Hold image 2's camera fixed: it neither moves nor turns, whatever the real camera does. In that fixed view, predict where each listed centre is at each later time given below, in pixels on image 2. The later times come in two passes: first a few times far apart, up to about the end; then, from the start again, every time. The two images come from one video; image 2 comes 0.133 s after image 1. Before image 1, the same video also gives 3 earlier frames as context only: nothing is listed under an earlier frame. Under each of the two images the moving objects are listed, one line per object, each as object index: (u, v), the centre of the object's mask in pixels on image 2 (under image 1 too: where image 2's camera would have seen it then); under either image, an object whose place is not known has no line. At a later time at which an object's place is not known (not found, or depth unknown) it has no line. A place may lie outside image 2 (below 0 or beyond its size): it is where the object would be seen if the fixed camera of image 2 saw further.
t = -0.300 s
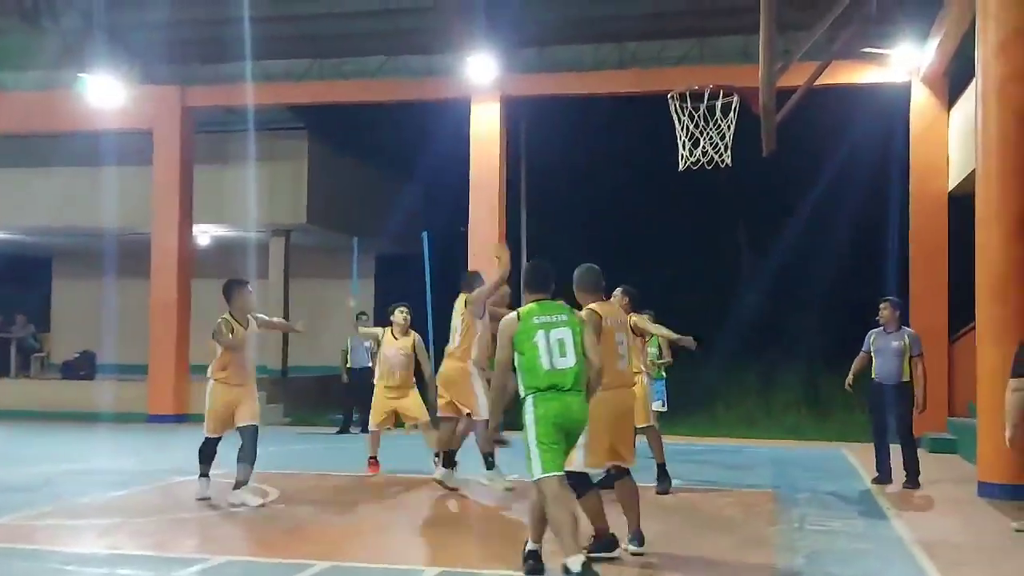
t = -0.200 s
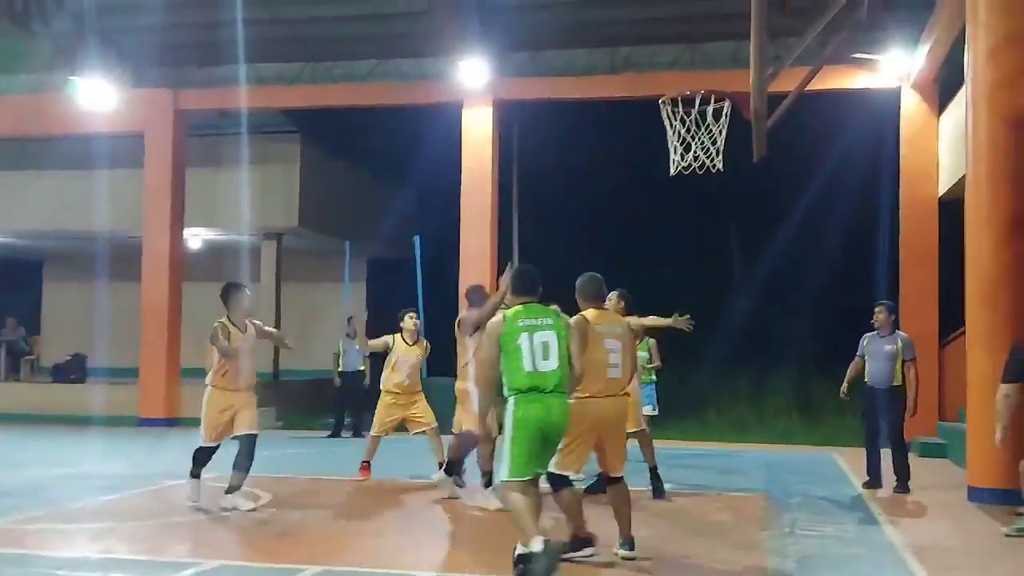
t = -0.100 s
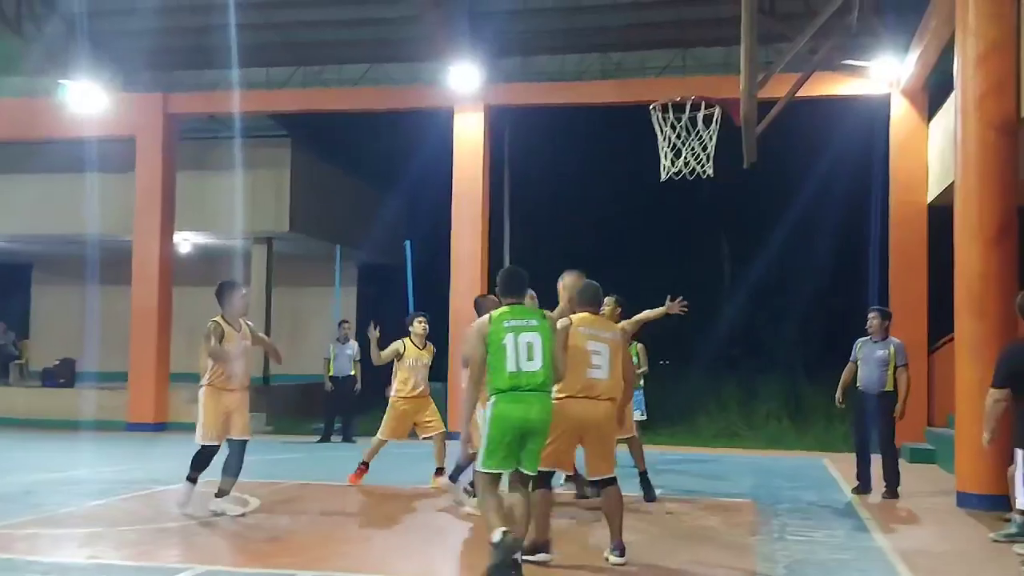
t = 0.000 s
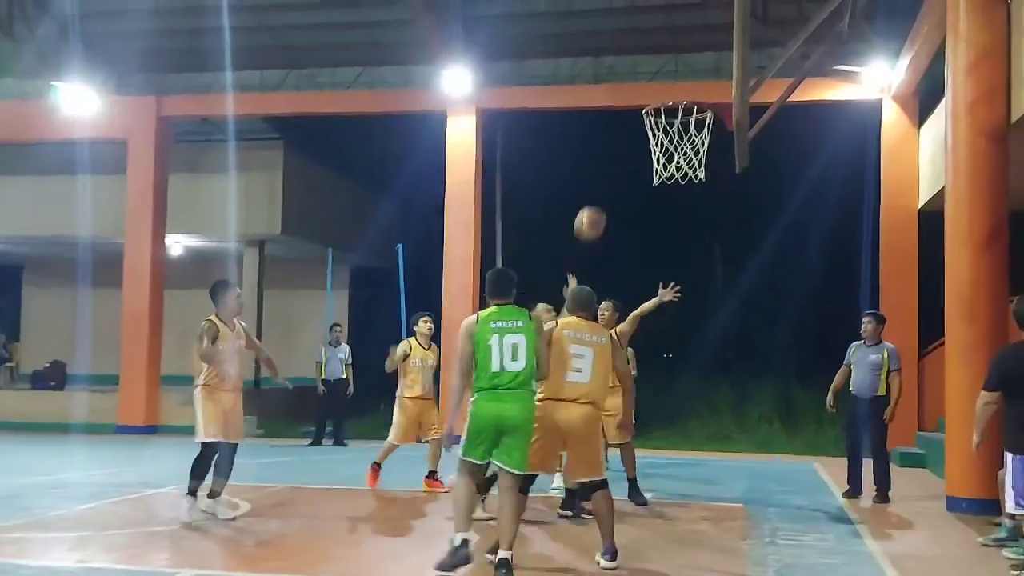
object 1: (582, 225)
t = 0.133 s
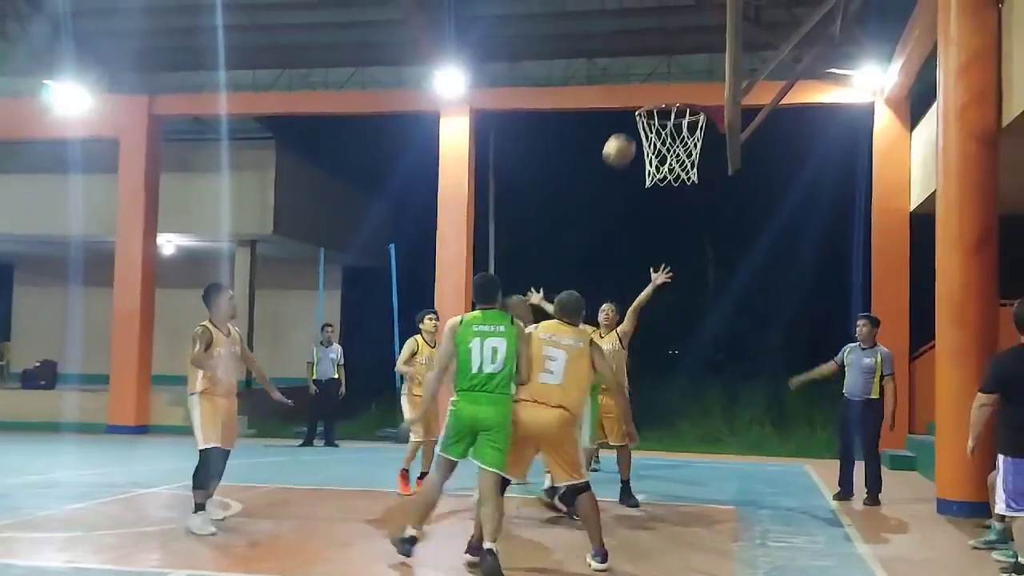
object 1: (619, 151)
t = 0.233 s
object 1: (646, 105)
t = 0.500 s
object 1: (706, 48)
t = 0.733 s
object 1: (653, 112)
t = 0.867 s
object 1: (618, 155)
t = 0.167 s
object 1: (626, 135)
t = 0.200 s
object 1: (630, 121)
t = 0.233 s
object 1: (646, 105)
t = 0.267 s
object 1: (654, 93)
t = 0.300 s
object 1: (664, 84)
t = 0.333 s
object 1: (673, 73)
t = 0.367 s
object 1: (681, 64)
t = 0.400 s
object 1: (693, 55)
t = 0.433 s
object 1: (703, 49)
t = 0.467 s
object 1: (710, 45)
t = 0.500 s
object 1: (706, 48)
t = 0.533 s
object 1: (698, 52)
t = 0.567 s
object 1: (690, 60)
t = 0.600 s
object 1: (683, 68)
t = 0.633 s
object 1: (675, 79)
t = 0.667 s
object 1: (665, 90)
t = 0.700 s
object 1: (656, 104)
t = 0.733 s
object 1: (653, 112)
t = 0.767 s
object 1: (641, 121)
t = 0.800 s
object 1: (629, 134)
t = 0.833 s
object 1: (626, 143)
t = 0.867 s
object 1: (618, 155)
